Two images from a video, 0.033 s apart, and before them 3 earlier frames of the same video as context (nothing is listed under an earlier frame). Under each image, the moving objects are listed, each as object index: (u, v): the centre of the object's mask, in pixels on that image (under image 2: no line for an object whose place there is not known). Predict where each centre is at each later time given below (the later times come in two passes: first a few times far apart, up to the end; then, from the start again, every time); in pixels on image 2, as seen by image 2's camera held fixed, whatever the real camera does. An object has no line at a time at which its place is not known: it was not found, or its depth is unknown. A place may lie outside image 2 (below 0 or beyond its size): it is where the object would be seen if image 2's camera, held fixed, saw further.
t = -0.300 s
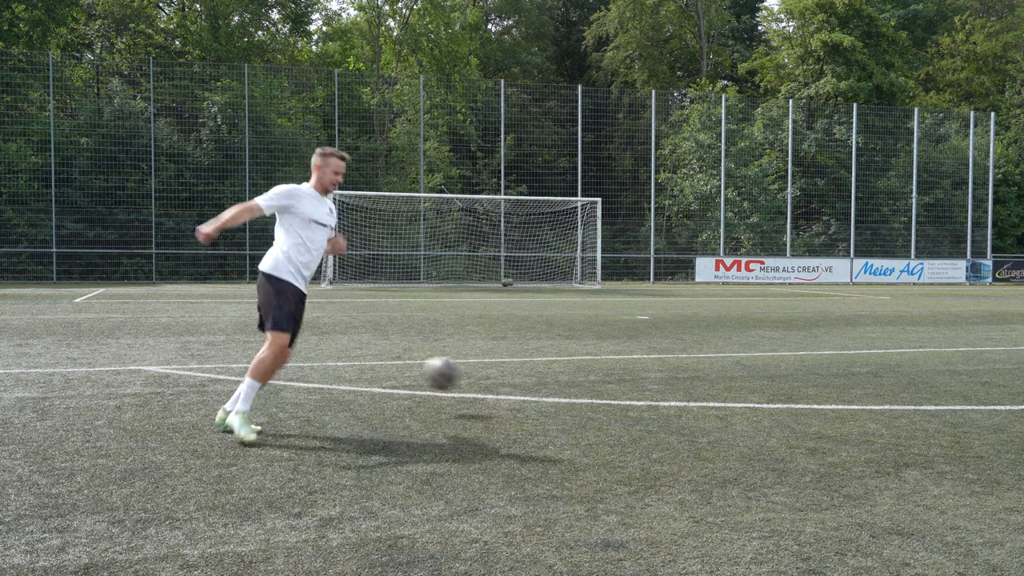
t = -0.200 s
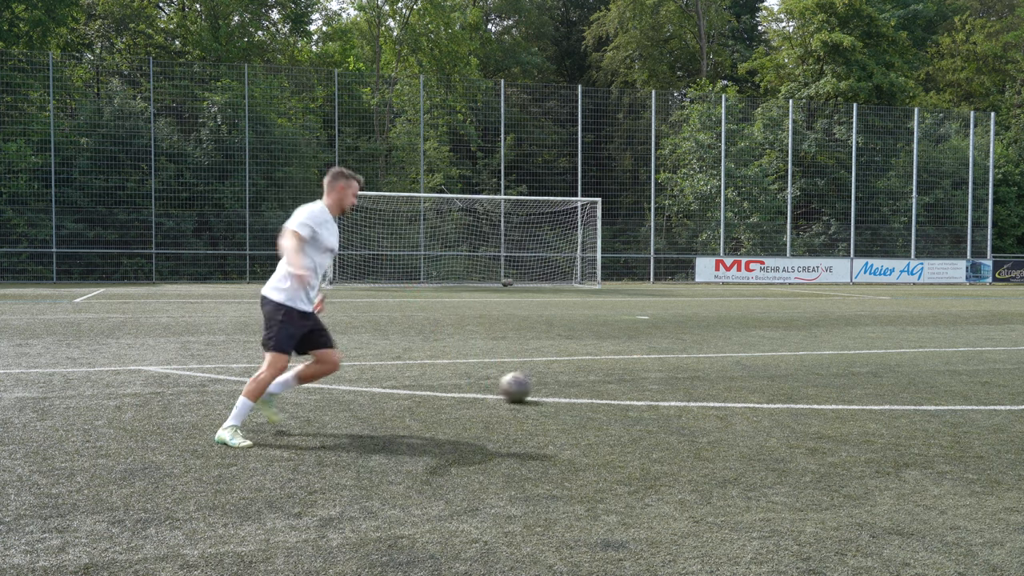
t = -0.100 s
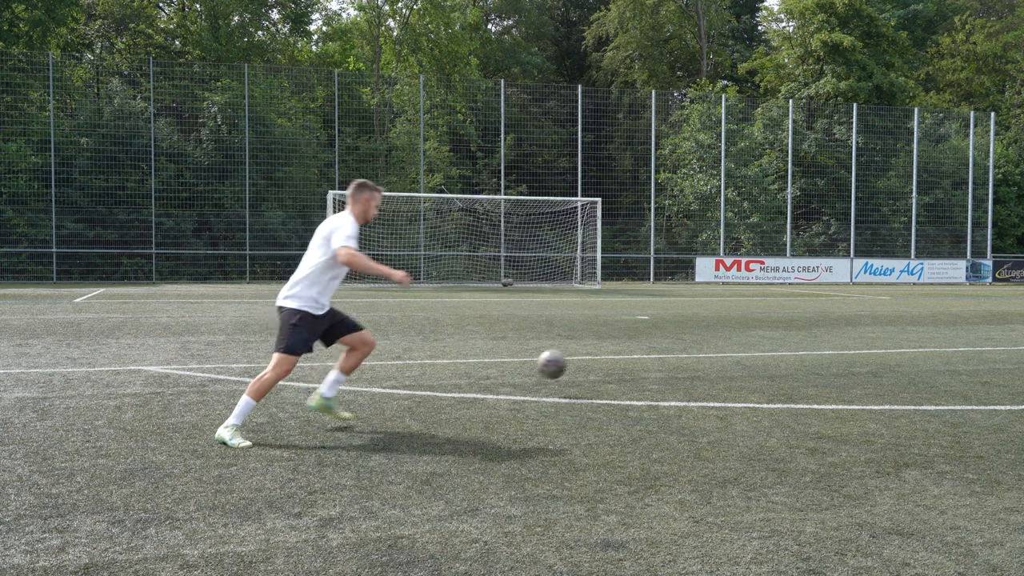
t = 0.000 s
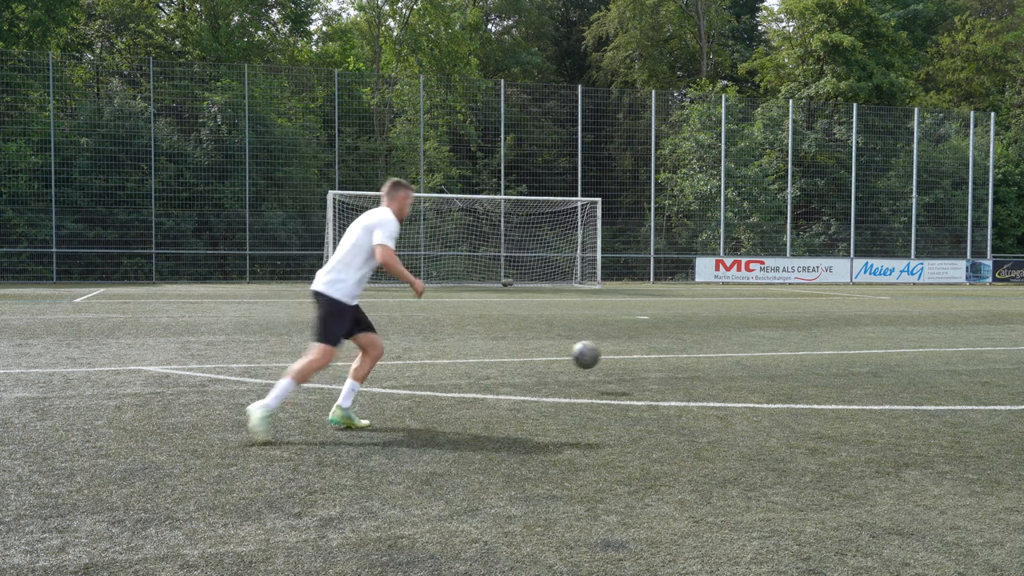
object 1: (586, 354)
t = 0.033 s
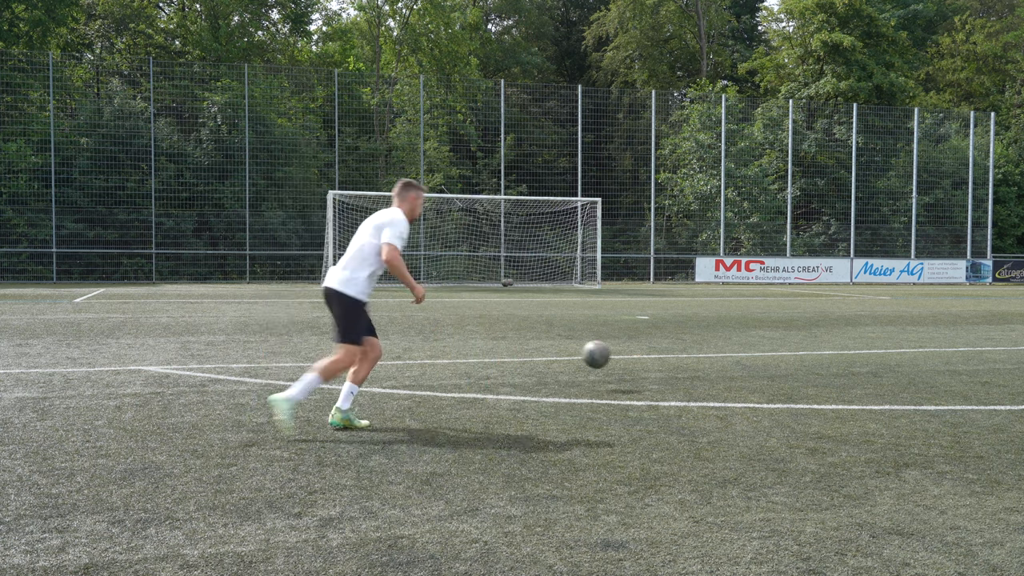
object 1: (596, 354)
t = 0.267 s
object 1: (650, 357)
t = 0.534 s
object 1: (677, 358)
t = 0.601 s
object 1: (681, 356)
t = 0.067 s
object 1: (606, 355)
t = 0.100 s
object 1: (616, 358)
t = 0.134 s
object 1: (626, 361)
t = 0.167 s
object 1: (635, 367)
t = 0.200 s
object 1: (642, 367)
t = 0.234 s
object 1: (646, 361)
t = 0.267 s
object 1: (650, 357)
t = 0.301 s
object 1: (654, 355)
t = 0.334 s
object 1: (657, 354)
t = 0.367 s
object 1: (661, 354)
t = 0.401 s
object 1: (664, 355)
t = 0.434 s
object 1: (667, 357)
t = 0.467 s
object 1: (671, 361)
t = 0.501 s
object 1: (674, 362)
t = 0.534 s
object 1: (677, 358)
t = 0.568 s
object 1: (679, 357)
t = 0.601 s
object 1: (681, 356)
